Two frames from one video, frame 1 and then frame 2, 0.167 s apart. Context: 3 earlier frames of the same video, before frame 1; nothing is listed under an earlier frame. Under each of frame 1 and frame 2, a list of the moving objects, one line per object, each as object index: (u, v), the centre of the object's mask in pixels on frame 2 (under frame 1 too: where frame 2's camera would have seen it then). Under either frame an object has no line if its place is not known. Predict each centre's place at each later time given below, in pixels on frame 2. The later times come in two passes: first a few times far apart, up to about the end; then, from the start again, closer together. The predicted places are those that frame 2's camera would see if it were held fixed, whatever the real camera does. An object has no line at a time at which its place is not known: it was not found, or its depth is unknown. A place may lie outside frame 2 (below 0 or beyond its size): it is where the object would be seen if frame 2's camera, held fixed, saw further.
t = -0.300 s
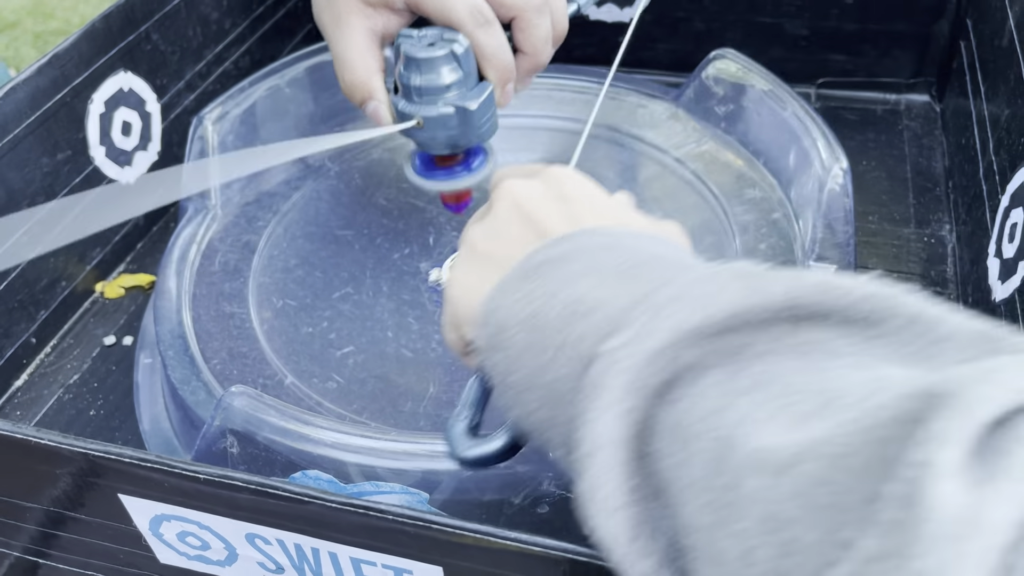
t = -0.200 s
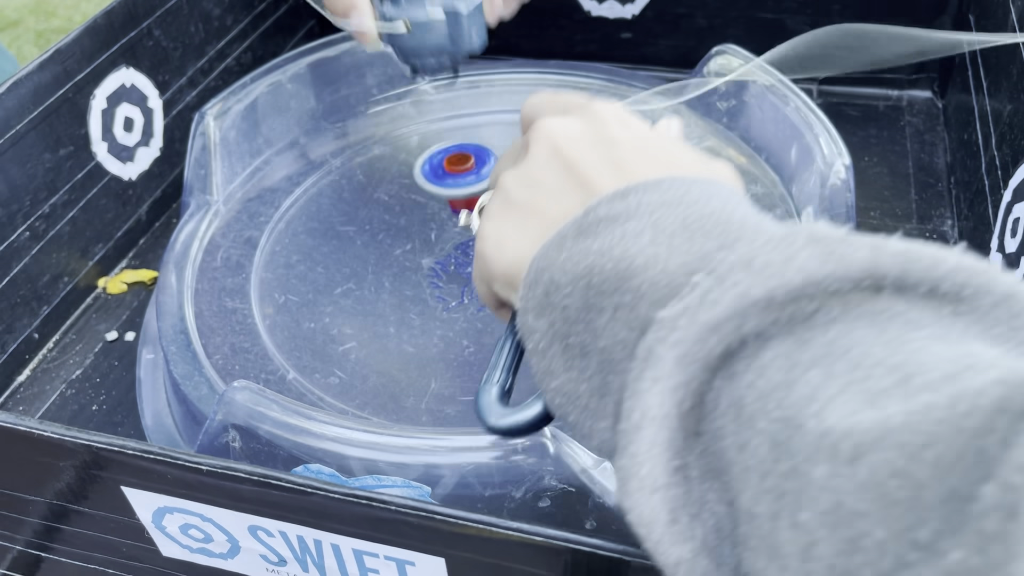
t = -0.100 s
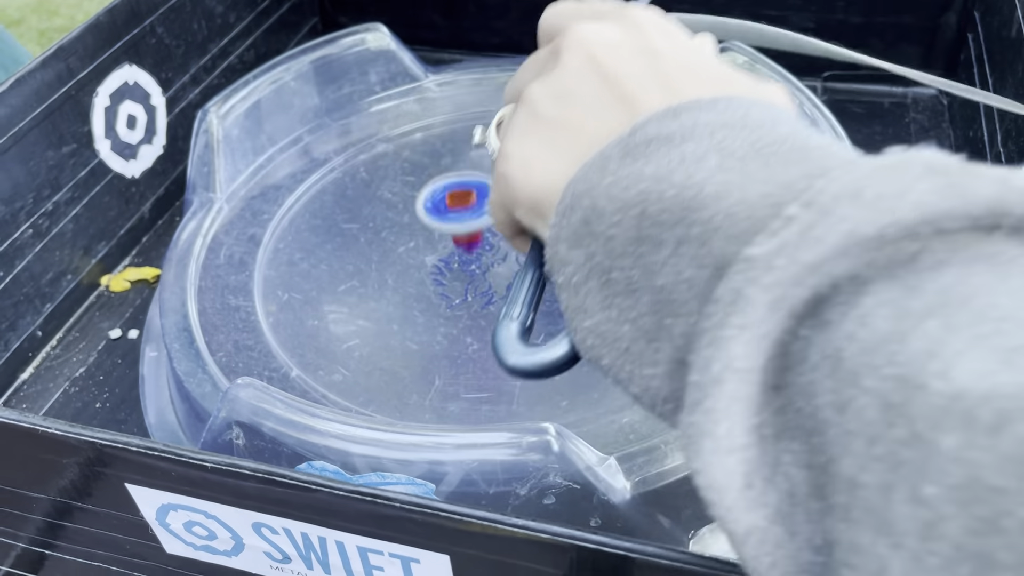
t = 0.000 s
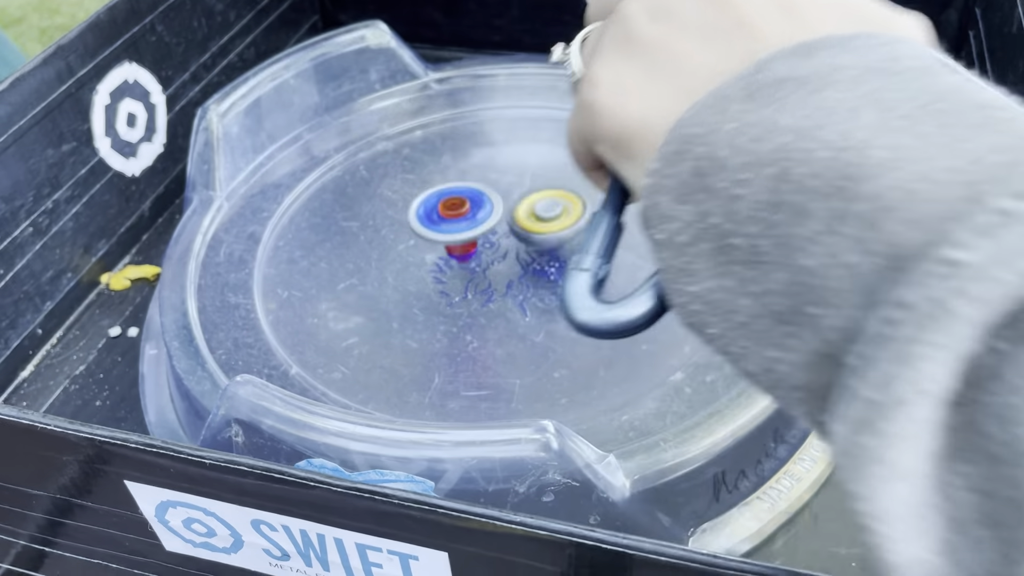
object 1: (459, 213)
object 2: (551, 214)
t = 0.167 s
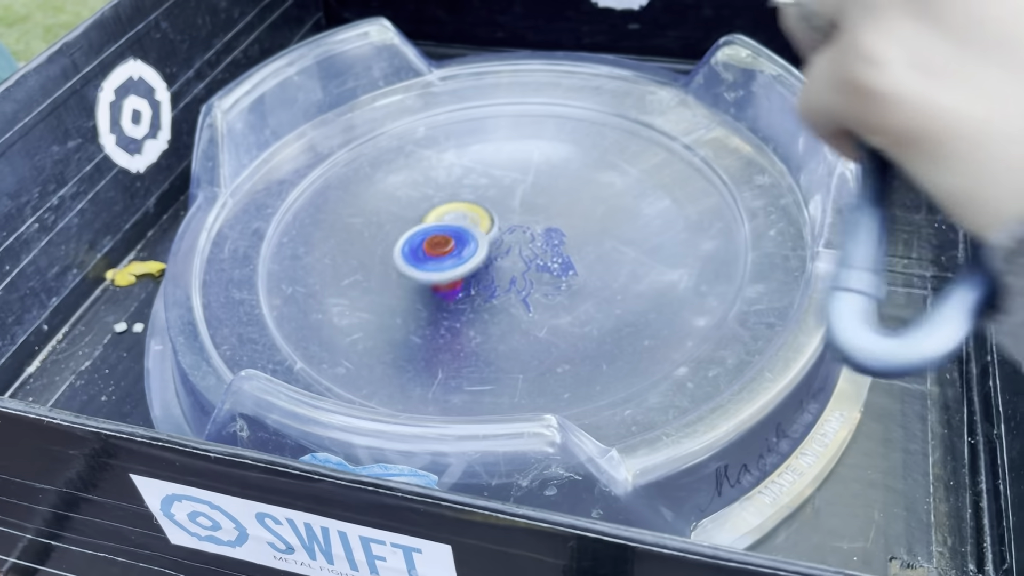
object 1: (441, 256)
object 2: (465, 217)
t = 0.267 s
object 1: (423, 292)
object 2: (446, 250)
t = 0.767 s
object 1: (531, 244)
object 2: (375, 282)
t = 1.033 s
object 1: (407, 213)
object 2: (600, 219)
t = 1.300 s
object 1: (358, 247)
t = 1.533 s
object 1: (612, 274)
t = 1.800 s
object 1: (656, 103)
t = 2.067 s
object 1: (444, 122)
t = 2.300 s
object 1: (391, 216)
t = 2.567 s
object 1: (480, 300)
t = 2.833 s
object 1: (583, 274)
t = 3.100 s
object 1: (600, 203)
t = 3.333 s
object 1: (533, 99)
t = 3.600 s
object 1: (344, 124)
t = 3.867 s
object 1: (301, 218)
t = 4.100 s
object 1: (415, 285)
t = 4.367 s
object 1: (562, 247)
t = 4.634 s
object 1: (550, 177)
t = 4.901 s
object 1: (437, 180)
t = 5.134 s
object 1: (346, 274)
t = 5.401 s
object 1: (407, 340)
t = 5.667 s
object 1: (505, 315)
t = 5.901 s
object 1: (536, 245)
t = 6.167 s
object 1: (478, 166)
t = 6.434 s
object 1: (416, 158)
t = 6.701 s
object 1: (294, 236)
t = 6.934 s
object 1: (409, 298)
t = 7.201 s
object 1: (566, 265)
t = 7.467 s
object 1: (594, 196)
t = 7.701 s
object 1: (554, 169)
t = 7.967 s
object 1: (423, 155)
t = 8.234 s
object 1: (347, 228)
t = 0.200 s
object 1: (429, 270)
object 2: (451, 226)
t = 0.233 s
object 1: (423, 282)
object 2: (444, 238)
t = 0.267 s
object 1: (423, 292)
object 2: (446, 250)
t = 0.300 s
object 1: (430, 302)
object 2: (466, 266)
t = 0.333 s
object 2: (489, 278)
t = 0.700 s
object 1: (551, 262)
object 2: (381, 233)
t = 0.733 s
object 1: (543, 253)
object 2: (370, 257)
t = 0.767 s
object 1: (531, 244)
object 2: (375, 282)
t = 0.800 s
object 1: (518, 236)
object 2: (399, 305)
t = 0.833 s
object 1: (504, 229)
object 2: (435, 320)
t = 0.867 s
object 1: (487, 225)
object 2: (480, 325)
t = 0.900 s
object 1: (471, 220)
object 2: (524, 319)
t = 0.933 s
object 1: (455, 217)
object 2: (565, 302)
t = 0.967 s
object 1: (439, 215)
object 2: (591, 277)
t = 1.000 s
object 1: (423, 213)
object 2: (604, 248)
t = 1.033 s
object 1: (407, 213)
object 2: (600, 219)
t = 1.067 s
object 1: (393, 213)
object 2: (585, 196)
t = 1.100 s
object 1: (380, 215)
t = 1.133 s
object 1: (368, 218)
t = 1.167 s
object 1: (359, 223)
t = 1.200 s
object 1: (353, 228)
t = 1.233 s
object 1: (351, 235)
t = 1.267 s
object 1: (354, 241)
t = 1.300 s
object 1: (358, 247)
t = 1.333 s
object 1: (367, 251)
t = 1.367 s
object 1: (395, 260)
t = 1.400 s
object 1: (443, 280)
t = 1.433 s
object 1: (490, 291)
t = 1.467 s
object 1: (534, 294)
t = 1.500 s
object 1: (576, 289)
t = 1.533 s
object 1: (612, 274)
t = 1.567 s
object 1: (642, 250)
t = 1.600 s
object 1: (664, 223)
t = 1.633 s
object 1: (677, 195)
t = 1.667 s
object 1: (680, 172)
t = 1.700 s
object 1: (679, 151)
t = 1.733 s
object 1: (675, 132)
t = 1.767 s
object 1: (667, 116)
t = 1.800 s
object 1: (656, 103)
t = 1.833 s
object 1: (644, 91)
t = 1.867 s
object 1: (623, 81)
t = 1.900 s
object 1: (585, 86)
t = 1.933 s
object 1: (547, 92)
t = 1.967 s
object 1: (514, 98)
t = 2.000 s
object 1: (485, 105)
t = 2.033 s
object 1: (462, 114)
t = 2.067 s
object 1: (444, 122)
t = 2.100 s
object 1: (430, 133)
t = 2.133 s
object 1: (417, 145)
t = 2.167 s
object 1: (407, 159)
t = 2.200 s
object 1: (398, 173)
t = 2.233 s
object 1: (393, 187)
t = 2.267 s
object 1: (390, 202)
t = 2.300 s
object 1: (391, 216)
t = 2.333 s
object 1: (394, 230)
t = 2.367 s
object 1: (399, 243)
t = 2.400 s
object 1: (409, 258)
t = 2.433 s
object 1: (419, 270)
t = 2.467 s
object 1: (432, 281)
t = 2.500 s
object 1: (447, 290)
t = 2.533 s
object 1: (462, 296)
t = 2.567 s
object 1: (480, 300)
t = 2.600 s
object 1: (499, 302)
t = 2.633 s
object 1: (518, 303)
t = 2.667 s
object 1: (535, 302)
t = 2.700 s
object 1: (548, 299)
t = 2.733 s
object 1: (559, 294)
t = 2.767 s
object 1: (568, 288)
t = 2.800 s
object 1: (577, 281)
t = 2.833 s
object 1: (583, 274)
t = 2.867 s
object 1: (586, 268)
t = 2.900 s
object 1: (588, 262)
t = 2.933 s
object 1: (588, 256)
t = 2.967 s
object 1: (586, 249)
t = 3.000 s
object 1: (583, 244)
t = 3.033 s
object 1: (578, 238)
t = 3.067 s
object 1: (574, 231)
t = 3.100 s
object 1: (600, 203)
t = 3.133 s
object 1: (618, 180)
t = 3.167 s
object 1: (627, 159)
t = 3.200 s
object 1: (626, 140)
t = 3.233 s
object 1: (613, 124)
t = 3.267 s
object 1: (590, 112)
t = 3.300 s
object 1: (563, 104)
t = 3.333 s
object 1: (533, 99)
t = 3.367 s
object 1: (506, 97)
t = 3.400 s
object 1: (479, 97)
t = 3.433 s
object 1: (452, 98)
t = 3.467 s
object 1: (427, 101)
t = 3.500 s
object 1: (404, 104)
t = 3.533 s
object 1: (381, 110)
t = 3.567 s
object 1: (361, 116)
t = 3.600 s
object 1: (344, 124)
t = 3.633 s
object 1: (329, 134)
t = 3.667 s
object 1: (315, 144)
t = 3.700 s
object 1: (304, 155)
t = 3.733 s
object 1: (297, 167)
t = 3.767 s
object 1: (294, 179)
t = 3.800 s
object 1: (294, 192)
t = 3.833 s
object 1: (296, 206)
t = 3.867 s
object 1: (301, 218)
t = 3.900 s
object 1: (308, 231)
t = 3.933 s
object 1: (320, 242)
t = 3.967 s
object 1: (334, 253)
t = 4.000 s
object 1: (353, 265)
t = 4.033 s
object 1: (372, 274)
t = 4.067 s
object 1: (393, 281)
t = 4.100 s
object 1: (415, 285)
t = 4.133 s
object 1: (437, 288)
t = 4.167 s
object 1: (459, 286)
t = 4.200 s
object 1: (482, 285)
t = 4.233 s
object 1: (503, 281)
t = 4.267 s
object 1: (521, 274)
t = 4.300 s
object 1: (537, 267)
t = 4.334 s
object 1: (552, 256)
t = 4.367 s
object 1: (562, 247)
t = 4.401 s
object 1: (569, 237)
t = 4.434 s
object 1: (574, 226)
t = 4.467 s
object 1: (576, 216)
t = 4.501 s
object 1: (575, 206)
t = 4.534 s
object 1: (571, 198)
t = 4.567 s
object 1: (566, 189)
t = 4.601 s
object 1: (559, 182)
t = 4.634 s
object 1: (550, 177)
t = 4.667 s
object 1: (540, 174)
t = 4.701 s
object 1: (528, 171)
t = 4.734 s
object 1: (516, 170)
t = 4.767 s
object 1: (507, 170)
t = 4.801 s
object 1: (488, 170)
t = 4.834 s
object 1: (465, 173)
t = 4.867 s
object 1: (450, 176)
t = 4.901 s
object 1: (437, 180)
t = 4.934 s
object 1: (417, 187)
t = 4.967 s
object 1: (396, 202)
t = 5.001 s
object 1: (378, 213)
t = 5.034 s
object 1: (364, 225)
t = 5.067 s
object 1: (352, 245)
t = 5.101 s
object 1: (346, 261)
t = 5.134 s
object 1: (346, 274)
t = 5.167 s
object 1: (348, 290)
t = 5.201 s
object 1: (350, 303)
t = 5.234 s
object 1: (357, 314)
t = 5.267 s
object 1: (365, 322)
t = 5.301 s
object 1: (374, 327)
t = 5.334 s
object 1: (384, 335)
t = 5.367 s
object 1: (395, 339)
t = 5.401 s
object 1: (407, 340)
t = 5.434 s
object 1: (420, 343)
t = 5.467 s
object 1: (432, 343)
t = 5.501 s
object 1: (446, 341)
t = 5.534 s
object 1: (458, 339)
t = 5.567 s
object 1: (471, 334)
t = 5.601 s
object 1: (482, 329)
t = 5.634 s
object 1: (494, 322)
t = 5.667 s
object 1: (505, 315)
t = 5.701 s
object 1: (514, 307)
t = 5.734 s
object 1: (522, 298)
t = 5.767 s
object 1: (528, 288)
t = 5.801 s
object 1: (534, 278)
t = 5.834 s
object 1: (536, 267)
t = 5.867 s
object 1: (537, 257)
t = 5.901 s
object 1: (536, 245)
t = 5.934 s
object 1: (532, 234)
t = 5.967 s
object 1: (528, 224)
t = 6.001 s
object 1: (523, 212)
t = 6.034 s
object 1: (517, 201)
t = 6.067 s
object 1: (508, 191)
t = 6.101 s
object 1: (498, 182)
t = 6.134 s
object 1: (488, 173)
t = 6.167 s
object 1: (478, 166)
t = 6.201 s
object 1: (469, 162)
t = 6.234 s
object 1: (461, 159)
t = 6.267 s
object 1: (452, 157)
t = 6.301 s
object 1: (443, 155)
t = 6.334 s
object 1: (435, 154)
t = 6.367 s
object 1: (428, 154)
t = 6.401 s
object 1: (420, 157)
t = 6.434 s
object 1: (416, 158)
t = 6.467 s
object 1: (392, 163)
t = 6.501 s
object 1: (350, 174)
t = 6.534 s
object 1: (319, 183)
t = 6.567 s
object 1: (297, 193)
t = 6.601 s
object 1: (286, 203)
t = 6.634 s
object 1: (285, 214)
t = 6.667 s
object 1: (287, 225)
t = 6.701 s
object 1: (294, 236)
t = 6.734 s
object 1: (302, 247)
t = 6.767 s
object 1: (314, 258)
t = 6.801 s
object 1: (326, 269)
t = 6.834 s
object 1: (343, 279)
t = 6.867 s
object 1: (364, 287)
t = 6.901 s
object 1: (385, 294)
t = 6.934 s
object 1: (409, 298)
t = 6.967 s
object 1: (433, 300)
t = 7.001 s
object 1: (456, 300)
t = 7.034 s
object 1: (480, 298)
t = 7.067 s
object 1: (499, 294)
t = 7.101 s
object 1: (518, 289)
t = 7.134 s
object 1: (536, 282)
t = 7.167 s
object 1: (552, 274)
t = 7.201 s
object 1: (566, 265)
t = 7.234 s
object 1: (577, 256)
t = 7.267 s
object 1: (586, 247)
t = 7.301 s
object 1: (592, 237)
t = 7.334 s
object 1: (597, 227)
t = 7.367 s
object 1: (599, 217)
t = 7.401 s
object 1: (599, 209)
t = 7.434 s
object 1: (596, 202)
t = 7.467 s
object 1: (594, 196)
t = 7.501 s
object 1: (591, 190)
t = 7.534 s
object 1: (587, 185)
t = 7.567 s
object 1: (582, 180)
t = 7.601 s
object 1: (576, 176)
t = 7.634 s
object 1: (570, 173)
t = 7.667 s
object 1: (562, 171)
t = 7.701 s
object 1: (554, 169)
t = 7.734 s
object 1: (545, 168)
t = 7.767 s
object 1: (536, 168)
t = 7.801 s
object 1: (528, 168)
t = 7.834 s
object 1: (518, 168)
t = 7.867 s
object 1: (491, 163)
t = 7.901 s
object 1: (467, 156)
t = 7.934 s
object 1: (443, 153)
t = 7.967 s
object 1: (423, 155)
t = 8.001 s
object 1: (405, 161)
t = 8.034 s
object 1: (388, 169)
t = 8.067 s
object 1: (375, 177)
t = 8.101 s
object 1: (364, 186)
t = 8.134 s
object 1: (355, 197)
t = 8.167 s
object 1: (349, 207)
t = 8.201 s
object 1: (346, 218)
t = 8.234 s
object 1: (347, 228)
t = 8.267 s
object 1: (352, 237)
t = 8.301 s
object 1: (358, 246)
